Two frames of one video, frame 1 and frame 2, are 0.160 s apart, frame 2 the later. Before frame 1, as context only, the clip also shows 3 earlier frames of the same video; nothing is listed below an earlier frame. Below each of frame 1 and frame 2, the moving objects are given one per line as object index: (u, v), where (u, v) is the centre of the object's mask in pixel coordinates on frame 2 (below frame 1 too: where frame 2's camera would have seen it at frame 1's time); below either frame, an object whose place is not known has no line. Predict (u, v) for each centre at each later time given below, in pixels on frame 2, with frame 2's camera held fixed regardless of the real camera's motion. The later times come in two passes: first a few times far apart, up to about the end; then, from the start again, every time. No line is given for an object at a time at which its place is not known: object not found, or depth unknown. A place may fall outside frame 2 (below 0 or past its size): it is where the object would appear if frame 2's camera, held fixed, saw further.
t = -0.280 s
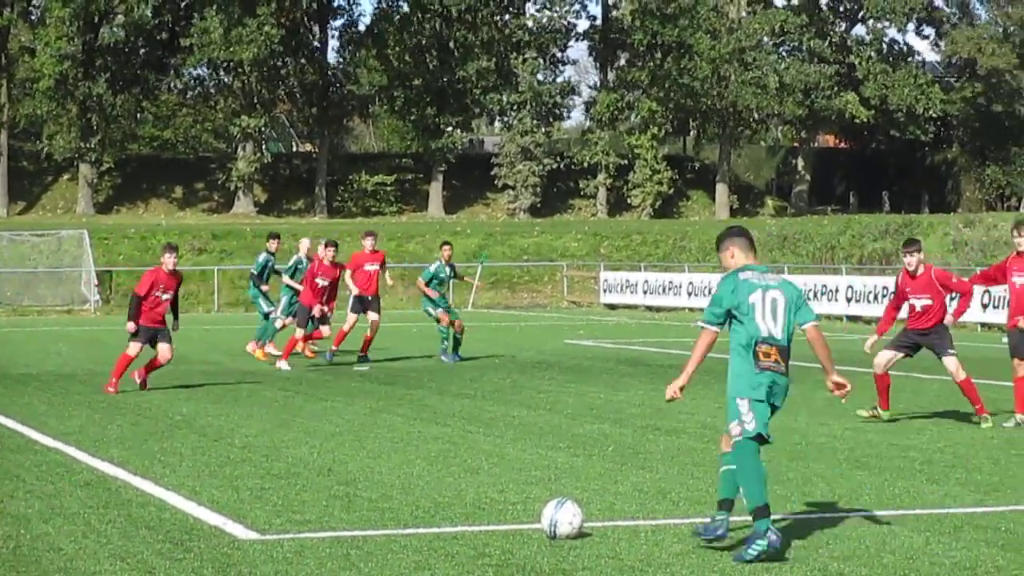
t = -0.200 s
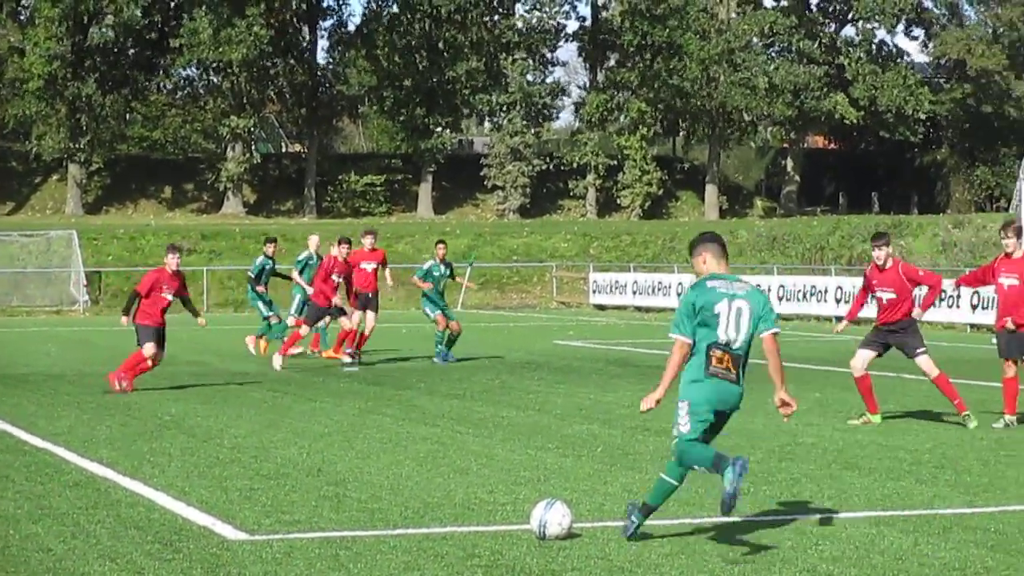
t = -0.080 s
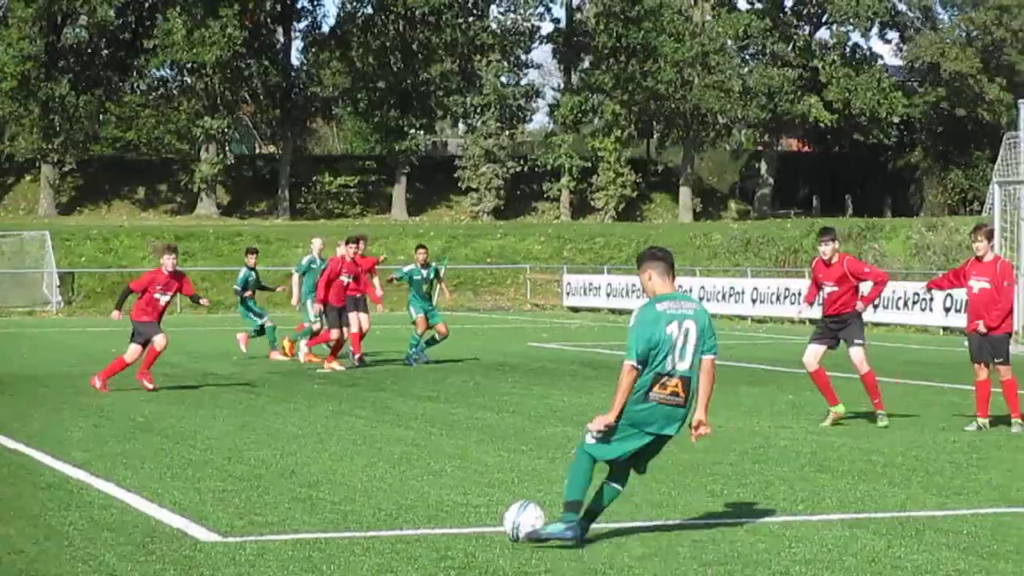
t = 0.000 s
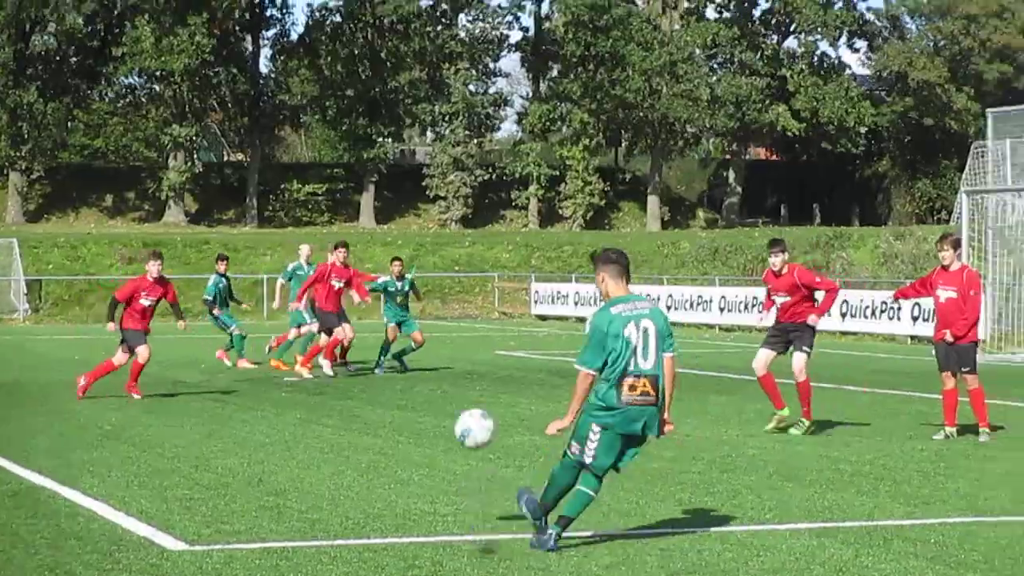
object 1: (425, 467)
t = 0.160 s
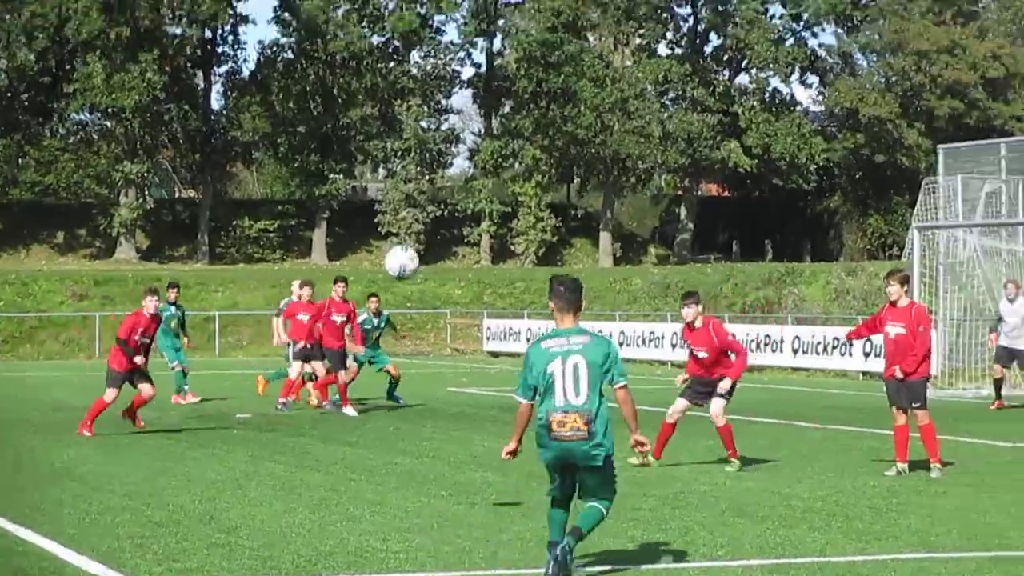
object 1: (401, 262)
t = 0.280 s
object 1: (391, 163)
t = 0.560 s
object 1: (383, 42)
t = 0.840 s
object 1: (386, 8)
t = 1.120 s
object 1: (396, 36)
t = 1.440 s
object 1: (414, 121)
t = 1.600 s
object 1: (426, 184)
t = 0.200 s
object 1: (398, 224)
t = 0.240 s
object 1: (395, 192)
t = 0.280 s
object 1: (391, 163)
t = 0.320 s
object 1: (389, 139)
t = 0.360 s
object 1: (387, 117)
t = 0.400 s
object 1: (385, 97)
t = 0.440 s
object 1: (384, 81)
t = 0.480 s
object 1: (383, 66)
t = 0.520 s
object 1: (383, 52)
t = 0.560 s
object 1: (383, 42)
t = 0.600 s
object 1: (383, 35)
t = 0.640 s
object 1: (382, 28)
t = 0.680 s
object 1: (383, 19)
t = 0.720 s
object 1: (383, 14)
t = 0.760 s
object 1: (384, 12)
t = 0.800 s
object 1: (385, 9)
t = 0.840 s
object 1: (386, 8)
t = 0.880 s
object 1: (388, 8)
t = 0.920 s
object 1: (389, 10)
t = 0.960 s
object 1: (390, 13)
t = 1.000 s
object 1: (392, 17)
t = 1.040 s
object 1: (393, 22)
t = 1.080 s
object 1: (394, 29)
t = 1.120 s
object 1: (396, 36)
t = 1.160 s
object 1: (399, 44)
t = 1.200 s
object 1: (400, 52)
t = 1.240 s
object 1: (402, 61)
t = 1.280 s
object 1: (404, 72)
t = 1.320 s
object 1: (407, 83)
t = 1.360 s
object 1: (409, 95)
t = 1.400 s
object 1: (411, 108)
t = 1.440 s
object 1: (414, 121)
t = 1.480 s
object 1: (417, 136)
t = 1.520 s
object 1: (421, 151)
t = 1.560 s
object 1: (423, 168)
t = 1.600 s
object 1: (426, 184)
